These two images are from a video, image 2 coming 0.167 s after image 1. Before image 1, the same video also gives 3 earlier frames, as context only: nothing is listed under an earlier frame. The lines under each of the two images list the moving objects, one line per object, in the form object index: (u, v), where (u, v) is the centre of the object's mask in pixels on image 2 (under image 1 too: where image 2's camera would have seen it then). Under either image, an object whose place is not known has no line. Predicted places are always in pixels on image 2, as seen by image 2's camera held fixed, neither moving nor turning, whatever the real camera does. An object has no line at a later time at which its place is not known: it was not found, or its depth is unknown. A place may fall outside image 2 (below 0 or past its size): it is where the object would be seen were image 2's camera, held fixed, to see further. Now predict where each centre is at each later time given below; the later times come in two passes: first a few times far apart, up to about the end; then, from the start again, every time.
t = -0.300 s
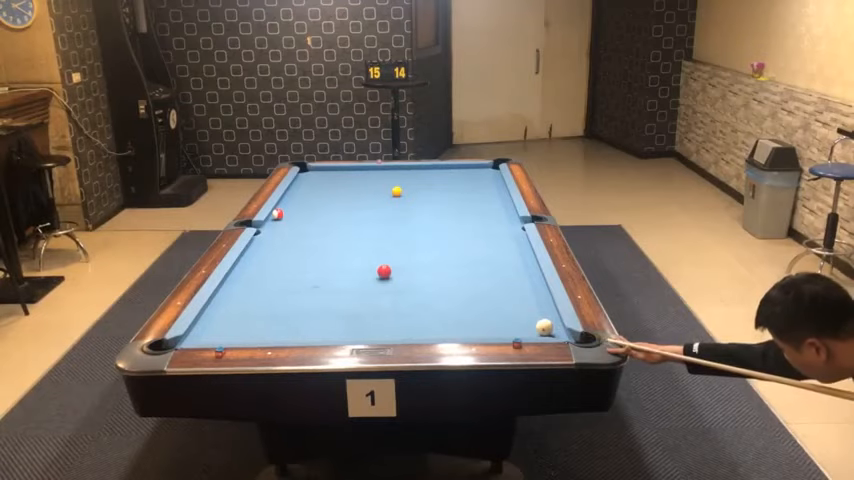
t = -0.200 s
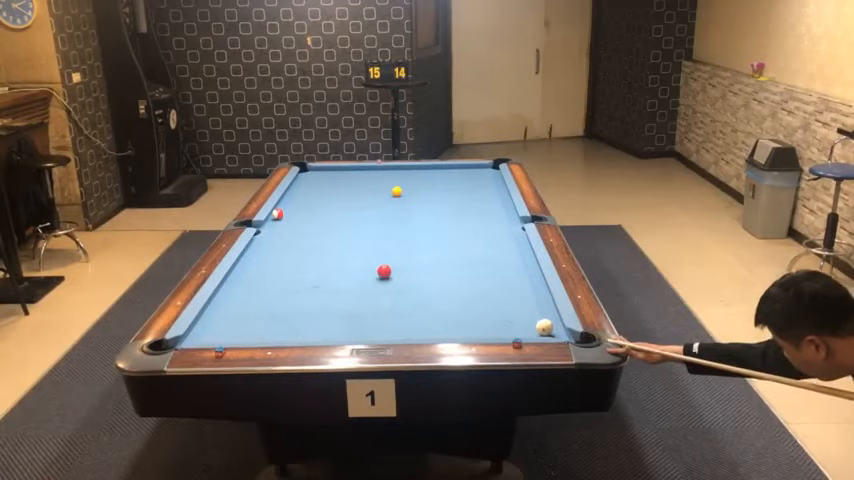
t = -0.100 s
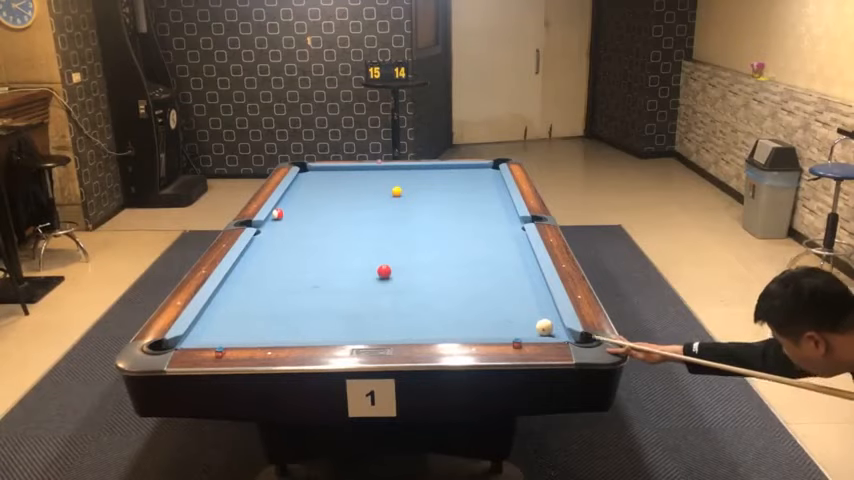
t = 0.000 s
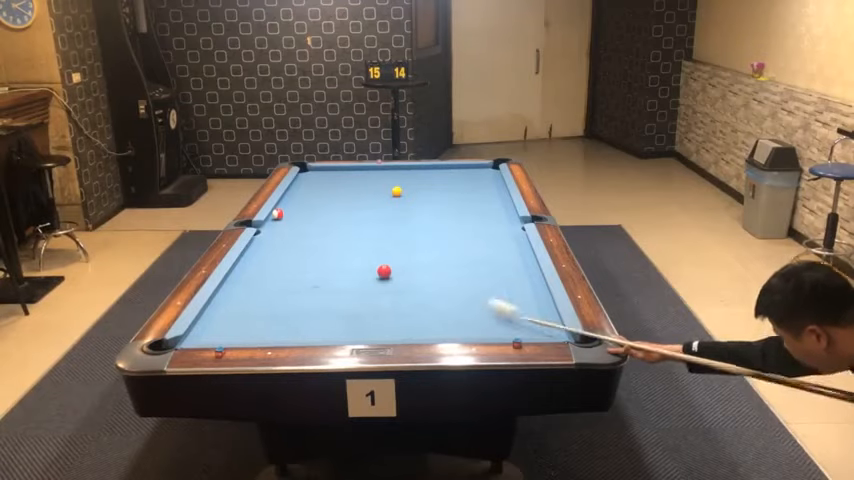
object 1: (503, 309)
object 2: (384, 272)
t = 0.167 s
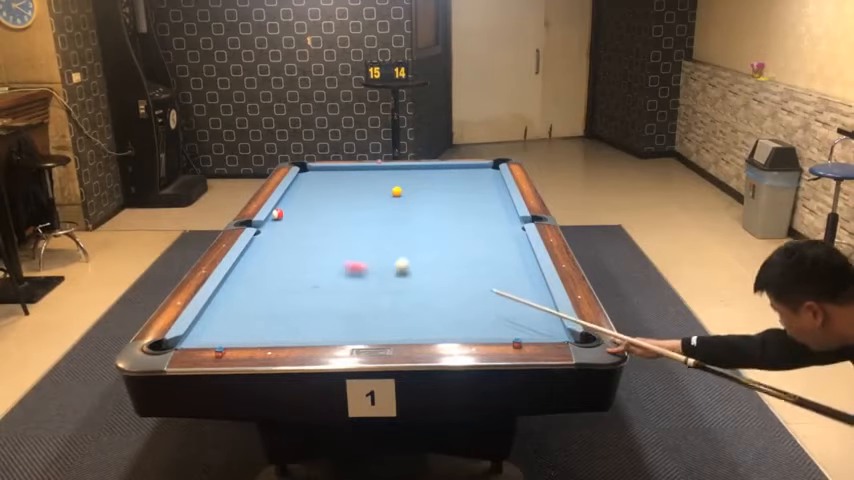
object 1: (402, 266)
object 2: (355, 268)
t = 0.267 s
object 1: (412, 252)
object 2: (283, 260)
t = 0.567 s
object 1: (406, 214)
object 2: (331, 247)
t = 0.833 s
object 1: (385, 193)
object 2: (420, 239)
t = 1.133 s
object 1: (353, 186)
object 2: (510, 229)
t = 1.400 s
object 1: (328, 180)
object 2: (487, 228)
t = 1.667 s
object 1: (305, 174)
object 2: (455, 229)
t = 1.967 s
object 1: (315, 170)
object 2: (420, 229)
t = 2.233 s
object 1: (328, 168)
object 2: (391, 230)
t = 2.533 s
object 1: (340, 170)
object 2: (359, 230)
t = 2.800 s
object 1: (349, 171)
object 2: (332, 230)
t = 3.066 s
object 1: (359, 173)
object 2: (307, 230)
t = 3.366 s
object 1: (368, 174)
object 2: (279, 231)
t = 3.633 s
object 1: (376, 175)
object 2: (263, 231)
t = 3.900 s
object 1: (383, 176)
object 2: (273, 229)
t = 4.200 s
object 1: (390, 177)
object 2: (282, 228)
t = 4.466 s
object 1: (395, 178)
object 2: (288, 226)
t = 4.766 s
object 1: (400, 179)
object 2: (294, 225)
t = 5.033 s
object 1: (404, 179)
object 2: (298, 225)
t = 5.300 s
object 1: (407, 179)
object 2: (300, 224)
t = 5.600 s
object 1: (409, 180)
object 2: (302, 224)
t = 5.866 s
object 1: (411, 180)
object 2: (302, 224)
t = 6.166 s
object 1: (411, 180)
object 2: (302, 224)
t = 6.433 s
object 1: (411, 180)
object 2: (302, 224)
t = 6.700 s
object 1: (411, 180)
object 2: (302, 224)
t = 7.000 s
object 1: (411, 180)
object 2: (302, 224)
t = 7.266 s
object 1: (411, 180)
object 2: (302, 224)
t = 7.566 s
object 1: (411, 180)
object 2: (302, 224)
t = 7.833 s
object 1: (411, 180)
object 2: (302, 224)
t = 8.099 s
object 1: (411, 180)
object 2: (302, 224)
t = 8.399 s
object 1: (411, 180)
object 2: (302, 224)
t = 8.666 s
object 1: (411, 180)
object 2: (302, 224)
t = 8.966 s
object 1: (411, 180)
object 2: (302, 224)
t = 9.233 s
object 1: (411, 180)
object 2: (302, 224)
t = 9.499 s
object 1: (411, 180)
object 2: (302, 224)
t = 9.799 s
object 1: (411, 180)
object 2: (302, 224)
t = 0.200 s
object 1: (406, 262)
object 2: (331, 265)
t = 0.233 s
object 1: (409, 257)
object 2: (307, 262)
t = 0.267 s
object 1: (412, 252)
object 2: (283, 260)
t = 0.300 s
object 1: (413, 247)
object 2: (263, 258)
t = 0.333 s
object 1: (415, 243)
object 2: (247, 256)
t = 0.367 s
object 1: (415, 239)
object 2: (259, 255)
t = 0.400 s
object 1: (415, 234)
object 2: (272, 254)
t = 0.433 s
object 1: (414, 230)
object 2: (284, 252)
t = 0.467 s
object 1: (412, 226)
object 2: (297, 250)
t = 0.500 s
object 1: (410, 222)
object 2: (308, 250)
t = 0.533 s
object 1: (408, 217)
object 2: (320, 248)
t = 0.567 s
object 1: (406, 214)
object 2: (331, 247)
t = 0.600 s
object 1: (404, 210)
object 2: (343, 246)
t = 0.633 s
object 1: (401, 206)
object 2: (354, 246)
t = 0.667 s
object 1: (400, 203)
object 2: (366, 244)
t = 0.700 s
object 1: (397, 200)
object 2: (377, 244)
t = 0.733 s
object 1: (395, 197)
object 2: (388, 242)
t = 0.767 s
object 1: (393, 194)
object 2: (398, 241)
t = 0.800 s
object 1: (389, 193)
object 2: (409, 240)
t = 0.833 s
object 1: (385, 193)
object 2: (420, 239)
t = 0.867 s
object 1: (381, 193)
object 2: (430, 237)
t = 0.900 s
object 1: (377, 192)
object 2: (441, 236)
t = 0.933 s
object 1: (373, 191)
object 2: (451, 235)
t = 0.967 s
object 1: (370, 190)
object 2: (461, 234)
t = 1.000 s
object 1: (366, 189)
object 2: (471, 233)
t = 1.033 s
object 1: (363, 188)
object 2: (481, 232)
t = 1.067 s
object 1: (360, 188)
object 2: (491, 231)
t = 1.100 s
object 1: (356, 187)
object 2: (501, 230)
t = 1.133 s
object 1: (353, 186)
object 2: (510, 229)
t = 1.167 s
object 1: (350, 185)
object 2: (517, 228)
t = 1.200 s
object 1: (346, 184)
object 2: (513, 228)
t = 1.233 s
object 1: (343, 183)
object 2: (508, 228)
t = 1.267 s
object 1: (340, 183)
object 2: (504, 228)
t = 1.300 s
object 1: (337, 182)
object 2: (500, 229)
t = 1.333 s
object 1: (334, 181)
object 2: (495, 228)
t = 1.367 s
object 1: (331, 181)
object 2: (491, 228)
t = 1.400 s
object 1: (328, 180)
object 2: (487, 228)
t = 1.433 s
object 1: (325, 179)
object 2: (482, 229)
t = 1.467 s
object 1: (322, 179)
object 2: (479, 229)
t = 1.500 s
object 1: (319, 178)
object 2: (474, 228)
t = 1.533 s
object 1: (316, 177)
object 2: (470, 228)
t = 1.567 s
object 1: (313, 176)
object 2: (467, 228)
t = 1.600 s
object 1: (311, 176)
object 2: (463, 229)
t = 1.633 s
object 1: (308, 175)
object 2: (459, 229)
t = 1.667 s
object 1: (305, 174)
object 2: (455, 229)
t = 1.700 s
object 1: (302, 173)
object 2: (451, 229)
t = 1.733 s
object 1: (303, 173)
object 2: (447, 229)
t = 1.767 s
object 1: (305, 172)
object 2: (442, 229)
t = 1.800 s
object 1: (306, 172)
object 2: (439, 229)
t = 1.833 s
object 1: (308, 172)
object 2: (435, 229)
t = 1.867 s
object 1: (310, 171)
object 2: (431, 229)
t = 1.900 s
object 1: (312, 171)
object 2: (428, 229)
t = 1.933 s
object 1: (313, 170)
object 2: (424, 229)
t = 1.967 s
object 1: (315, 170)
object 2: (420, 229)
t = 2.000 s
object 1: (317, 169)
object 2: (417, 229)
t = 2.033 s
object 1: (319, 169)
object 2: (413, 229)
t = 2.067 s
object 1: (320, 169)
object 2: (409, 229)
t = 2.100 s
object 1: (322, 169)
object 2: (406, 229)
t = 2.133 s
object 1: (324, 168)
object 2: (402, 230)
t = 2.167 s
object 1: (325, 168)
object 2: (398, 230)
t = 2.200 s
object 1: (327, 168)
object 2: (395, 230)
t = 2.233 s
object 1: (328, 168)
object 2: (391, 230)
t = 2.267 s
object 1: (329, 168)
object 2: (388, 230)
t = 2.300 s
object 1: (330, 168)
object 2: (384, 230)
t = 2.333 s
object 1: (332, 169)
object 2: (381, 230)
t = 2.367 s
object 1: (333, 169)
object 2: (377, 230)
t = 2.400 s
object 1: (334, 169)
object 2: (373, 230)
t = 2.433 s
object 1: (336, 169)
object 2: (370, 230)
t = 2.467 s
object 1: (337, 169)
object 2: (366, 230)
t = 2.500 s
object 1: (338, 170)
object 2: (363, 230)
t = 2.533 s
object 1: (340, 170)
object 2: (359, 230)
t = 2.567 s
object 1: (341, 170)
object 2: (356, 230)
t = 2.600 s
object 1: (342, 170)
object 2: (353, 230)
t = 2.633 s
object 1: (343, 170)
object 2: (349, 230)
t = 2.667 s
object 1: (345, 170)
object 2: (346, 230)
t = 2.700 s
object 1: (346, 170)
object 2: (342, 230)
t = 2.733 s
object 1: (347, 171)
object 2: (339, 230)
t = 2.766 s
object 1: (348, 171)
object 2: (336, 230)
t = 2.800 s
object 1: (349, 171)
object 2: (332, 230)
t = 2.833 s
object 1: (351, 171)
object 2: (329, 230)
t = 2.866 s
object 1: (352, 171)
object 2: (326, 230)
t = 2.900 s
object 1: (353, 171)
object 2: (323, 230)
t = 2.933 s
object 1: (354, 172)
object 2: (320, 231)
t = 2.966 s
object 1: (355, 172)
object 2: (317, 230)
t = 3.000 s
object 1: (356, 172)
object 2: (313, 230)
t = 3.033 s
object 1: (357, 172)
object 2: (310, 231)
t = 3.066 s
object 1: (359, 173)
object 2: (307, 230)
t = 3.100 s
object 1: (360, 173)
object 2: (304, 231)
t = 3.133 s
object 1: (361, 173)
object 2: (301, 231)
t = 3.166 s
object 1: (362, 173)
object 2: (298, 231)
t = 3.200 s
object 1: (363, 173)
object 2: (295, 231)
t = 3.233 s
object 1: (364, 173)
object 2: (291, 231)
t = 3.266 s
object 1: (365, 173)
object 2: (288, 231)
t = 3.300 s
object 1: (366, 173)
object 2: (285, 231)
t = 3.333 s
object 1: (367, 173)
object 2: (282, 231)
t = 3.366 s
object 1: (368, 174)
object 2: (279, 231)
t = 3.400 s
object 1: (369, 174)
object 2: (276, 231)
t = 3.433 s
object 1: (370, 174)
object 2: (273, 231)
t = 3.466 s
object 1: (371, 174)
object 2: (271, 231)
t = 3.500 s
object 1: (372, 175)
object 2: (268, 231)
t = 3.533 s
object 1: (373, 174)
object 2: (265, 231)
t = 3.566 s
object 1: (374, 175)
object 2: (262, 231)
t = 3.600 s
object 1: (375, 175)
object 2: (262, 231)
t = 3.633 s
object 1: (376, 175)
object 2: (263, 231)
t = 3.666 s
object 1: (377, 175)
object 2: (265, 230)
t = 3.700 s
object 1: (378, 175)
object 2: (266, 230)
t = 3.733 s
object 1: (378, 175)
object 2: (267, 230)
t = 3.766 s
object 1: (379, 176)
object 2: (268, 230)
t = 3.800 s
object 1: (380, 176)
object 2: (269, 230)
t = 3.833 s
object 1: (381, 176)
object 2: (270, 229)
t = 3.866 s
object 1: (382, 176)
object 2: (272, 229)
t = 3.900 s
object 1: (383, 176)
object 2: (273, 229)
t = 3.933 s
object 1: (384, 176)
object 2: (274, 229)
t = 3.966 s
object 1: (384, 176)
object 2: (275, 229)
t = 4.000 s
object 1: (385, 176)
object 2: (276, 229)
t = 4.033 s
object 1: (386, 176)
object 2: (277, 229)
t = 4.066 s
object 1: (387, 176)
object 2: (278, 228)
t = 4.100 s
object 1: (388, 177)
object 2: (279, 228)
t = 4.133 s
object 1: (389, 177)
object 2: (280, 228)
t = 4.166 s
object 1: (389, 177)
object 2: (281, 228)
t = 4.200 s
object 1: (390, 177)
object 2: (282, 228)
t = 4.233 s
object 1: (391, 177)
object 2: (282, 228)
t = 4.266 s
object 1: (391, 178)
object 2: (283, 228)
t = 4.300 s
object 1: (392, 178)
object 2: (284, 227)
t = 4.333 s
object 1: (393, 178)
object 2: (285, 227)
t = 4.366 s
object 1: (393, 177)
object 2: (286, 227)
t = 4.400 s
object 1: (394, 178)
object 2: (287, 227)
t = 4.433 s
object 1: (395, 178)
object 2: (287, 227)
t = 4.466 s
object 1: (395, 178)
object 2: (288, 226)
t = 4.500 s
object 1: (396, 178)
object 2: (289, 227)
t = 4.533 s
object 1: (397, 178)
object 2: (289, 226)
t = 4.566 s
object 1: (397, 178)
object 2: (290, 226)
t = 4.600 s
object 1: (398, 178)
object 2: (290, 226)
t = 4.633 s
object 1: (398, 178)
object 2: (291, 226)
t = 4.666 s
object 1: (399, 178)
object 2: (291, 226)
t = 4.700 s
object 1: (399, 178)
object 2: (292, 226)
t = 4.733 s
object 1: (400, 178)
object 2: (293, 225)
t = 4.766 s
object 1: (400, 179)
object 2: (294, 225)
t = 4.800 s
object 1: (401, 179)
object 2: (294, 225)
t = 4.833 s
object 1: (402, 179)
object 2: (295, 225)
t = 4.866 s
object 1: (402, 179)
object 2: (295, 225)
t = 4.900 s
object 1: (403, 179)
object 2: (296, 225)
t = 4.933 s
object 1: (403, 179)
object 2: (296, 225)
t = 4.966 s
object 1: (403, 179)
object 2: (296, 225)
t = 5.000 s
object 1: (404, 179)
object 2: (297, 225)
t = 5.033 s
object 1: (404, 179)
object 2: (298, 225)
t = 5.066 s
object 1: (405, 179)
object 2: (298, 224)
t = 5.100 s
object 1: (405, 179)
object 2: (298, 224)
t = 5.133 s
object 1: (406, 179)
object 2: (299, 224)
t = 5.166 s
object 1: (406, 179)
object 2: (299, 224)
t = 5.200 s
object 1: (406, 179)
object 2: (299, 224)
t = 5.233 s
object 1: (407, 179)
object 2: (300, 224)
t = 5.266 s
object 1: (407, 179)
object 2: (300, 224)
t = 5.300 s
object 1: (407, 179)
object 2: (300, 224)
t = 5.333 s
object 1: (408, 180)
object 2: (300, 224)
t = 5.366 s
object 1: (408, 180)
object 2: (300, 224)
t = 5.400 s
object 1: (408, 180)
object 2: (301, 224)
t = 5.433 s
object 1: (408, 180)
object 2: (301, 224)
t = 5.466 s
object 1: (409, 180)
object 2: (301, 224)
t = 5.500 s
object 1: (409, 180)
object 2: (301, 224)
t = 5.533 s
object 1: (409, 180)
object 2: (301, 224)
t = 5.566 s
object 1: (409, 180)
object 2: (302, 224)
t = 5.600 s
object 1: (409, 180)
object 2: (302, 224)
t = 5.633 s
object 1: (409, 180)
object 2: (302, 224)
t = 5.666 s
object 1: (410, 180)
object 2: (302, 224)
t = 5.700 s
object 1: (410, 180)
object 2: (302, 224)
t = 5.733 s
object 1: (410, 180)
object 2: (302, 224)
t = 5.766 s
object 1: (410, 180)
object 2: (302, 224)
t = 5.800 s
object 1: (410, 180)
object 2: (302, 224)
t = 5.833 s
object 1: (410, 180)
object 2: (302, 224)
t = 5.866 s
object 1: (411, 180)
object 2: (302, 224)
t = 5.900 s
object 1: (411, 180)
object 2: (302, 224)
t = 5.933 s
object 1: (411, 180)
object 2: (302, 224)
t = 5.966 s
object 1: (411, 180)
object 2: (302, 224)
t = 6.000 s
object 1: (411, 180)
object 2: (302, 224)
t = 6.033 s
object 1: (411, 180)
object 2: (302, 224)
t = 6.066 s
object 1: (411, 180)
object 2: (302, 224)
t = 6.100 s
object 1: (411, 180)
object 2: (302, 224)
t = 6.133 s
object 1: (411, 180)
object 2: (302, 224)
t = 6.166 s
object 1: (411, 180)
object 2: (302, 224)
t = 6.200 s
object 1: (411, 180)
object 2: (302, 224)
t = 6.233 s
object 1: (411, 180)
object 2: (302, 224)
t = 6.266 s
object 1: (411, 180)
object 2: (302, 224)
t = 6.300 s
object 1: (411, 180)
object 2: (302, 224)
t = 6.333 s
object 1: (411, 180)
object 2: (302, 224)
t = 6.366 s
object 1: (411, 180)
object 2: (302, 224)
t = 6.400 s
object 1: (411, 180)
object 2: (302, 224)
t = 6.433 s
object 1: (411, 180)
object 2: (302, 224)
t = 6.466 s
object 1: (411, 180)
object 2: (302, 224)
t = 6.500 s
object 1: (411, 180)
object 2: (302, 224)
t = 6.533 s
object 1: (411, 180)
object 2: (302, 224)
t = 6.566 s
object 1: (411, 180)
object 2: (302, 224)
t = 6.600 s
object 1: (411, 180)
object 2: (302, 224)
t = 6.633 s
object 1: (411, 180)
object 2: (302, 224)
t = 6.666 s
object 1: (411, 180)
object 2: (302, 224)
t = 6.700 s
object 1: (411, 180)
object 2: (302, 224)
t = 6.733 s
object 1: (411, 180)
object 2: (302, 224)
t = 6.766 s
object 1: (411, 180)
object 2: (302, 224)
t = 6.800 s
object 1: (411, 180)
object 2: (302, 224)
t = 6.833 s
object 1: (411, 180)
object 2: (302, 224)
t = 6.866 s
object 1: (411, 180)
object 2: (302, 224)
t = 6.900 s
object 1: (411, 180)
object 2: (302, 224)
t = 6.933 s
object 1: (411, 180)
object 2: (302, 224)
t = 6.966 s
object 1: (411, 180)
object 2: (302, 224)
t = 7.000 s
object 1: (411, 180)
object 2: (302, 224)
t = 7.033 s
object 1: (411, 180)
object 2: (302, 224)
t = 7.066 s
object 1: (411, 180)
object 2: (302, 224)
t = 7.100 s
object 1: (411, 180)
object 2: (302, 224)
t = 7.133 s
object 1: (411, 180)
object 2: (302, 224)
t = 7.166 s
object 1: (411, 180)
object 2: (302, 224)
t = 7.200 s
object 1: (411, 180)
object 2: (302, 224)
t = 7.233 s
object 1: (411, 180)
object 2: (302, 224)
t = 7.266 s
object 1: (411, 180)
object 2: (302, 224)
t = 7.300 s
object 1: (411, 180)
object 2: (302, 224)
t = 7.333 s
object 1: (411, 180)
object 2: (302, 224)
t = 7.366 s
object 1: (411, 180)
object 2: (302, 224)
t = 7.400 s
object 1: (411, 180)
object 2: (302, 224)
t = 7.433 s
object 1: (411, 180)
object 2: (302, 224)
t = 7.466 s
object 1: (411, 180)
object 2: (302, 224)
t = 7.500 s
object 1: (411, 180)
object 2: (302, 224)
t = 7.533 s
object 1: (411, 180)
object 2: (302, 224)
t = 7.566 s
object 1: (411, 180)
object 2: (302, 224)
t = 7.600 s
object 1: (411, 180)
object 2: (302, 224)
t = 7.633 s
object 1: (411, 180)
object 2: (302, 224)
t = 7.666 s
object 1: (411, 180)
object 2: (302, 224)
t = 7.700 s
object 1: (411, 180)
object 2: (302, 224)
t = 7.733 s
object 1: (411, 180)
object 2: (302, 224)
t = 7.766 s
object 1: (411, 180)
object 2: (302, 224)
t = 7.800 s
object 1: (411, 180)
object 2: (302, 224)
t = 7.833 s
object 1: (411, 180)
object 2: (302, 224)
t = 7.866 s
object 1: (411, 180)
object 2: (302, 224)
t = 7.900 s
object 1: (411, 180)
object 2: (302, 224)
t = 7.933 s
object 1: (411, 180)
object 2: (302, 224)
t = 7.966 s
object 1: (411, 180)
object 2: (302, 224)
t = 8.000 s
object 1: (411, 180)
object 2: (302, 224)
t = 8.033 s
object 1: (411, 180)
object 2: (302, 224)
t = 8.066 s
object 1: (411, 180)
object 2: (302, 224)
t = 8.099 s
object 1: (411, 180)
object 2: (302, 224)
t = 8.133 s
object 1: (411, 180)
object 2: (302, 224)
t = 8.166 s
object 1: (411, 180)
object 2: (302, 224)
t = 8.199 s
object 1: (411, 180)
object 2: (302, 224)
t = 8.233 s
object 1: (411, 180)
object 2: (302, 224)
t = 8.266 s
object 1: (411, 180)
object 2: (302, 224)
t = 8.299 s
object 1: (411, 180)
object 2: (302, 224)
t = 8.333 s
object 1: (411, 180)
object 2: (302, 224)
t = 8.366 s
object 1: (411, 180)
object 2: (302, 224)
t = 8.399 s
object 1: (411, 180)
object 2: (302, 224)
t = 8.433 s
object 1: (411, 180)
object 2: (302, 224)
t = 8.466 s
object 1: (411, 180)
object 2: (302, 224)
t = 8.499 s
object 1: (411, 180)
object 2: (302, 224)
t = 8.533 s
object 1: (411, 180)
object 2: (302, 224)
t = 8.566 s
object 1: (411, 180)
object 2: (302, 224)
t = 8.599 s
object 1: (411, 180)
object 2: (302, 224)
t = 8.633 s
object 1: (411, 180)
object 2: (302, 224)
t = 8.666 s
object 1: (411, 180)
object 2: (302, 224)
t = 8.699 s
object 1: (411, 180)
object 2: (302, 224)
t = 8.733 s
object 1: (411, 180)
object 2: (302, 224)
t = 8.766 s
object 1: (411, 180)
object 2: (302, 224)
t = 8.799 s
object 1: (411, 180)
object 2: (302, 224)
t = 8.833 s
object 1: (411, 180)
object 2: (302, 224)
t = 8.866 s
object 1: (411, 180)
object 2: (302, 224)
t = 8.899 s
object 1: (411, 180)
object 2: (302, 224)
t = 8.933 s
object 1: (411, 180)
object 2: (302, 224)
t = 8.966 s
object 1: (411, 180)
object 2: (302, 224)
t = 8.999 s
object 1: (411, 180)
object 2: (302, 224)
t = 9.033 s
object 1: (411, 180)
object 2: (302, 224)
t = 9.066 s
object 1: (411, 180)
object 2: (302, 224)
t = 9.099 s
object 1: (411, 180)
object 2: (302, 224)
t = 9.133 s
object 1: (411, 180)
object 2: (302, 224)
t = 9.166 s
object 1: (411, 180)
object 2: (302, 224)
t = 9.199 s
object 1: (411, 180)
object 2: (302, 224)
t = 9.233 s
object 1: (411, 180)
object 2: (302, 224)
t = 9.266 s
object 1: (411, 180)
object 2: (302, 224)
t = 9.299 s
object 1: (411, 180)
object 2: (302, 224)
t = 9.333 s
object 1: (411, 180)
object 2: (302, 224)
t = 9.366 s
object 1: (411, 180)
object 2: (302, 224)
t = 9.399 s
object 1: (411, 180)
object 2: (302, 224)
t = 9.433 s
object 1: (411, 180)
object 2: (302, 224)
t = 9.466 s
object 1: (411, 180)
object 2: (302, 224)
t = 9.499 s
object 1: (411, 180)
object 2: (302, 224)
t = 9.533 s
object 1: (411, 180)
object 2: (302, 224)
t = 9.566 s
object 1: (411, 180)
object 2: (302, 224)
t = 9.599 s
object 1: (411, 180)
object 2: (302, 224)
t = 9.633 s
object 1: (411, 180)
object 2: (302, 224)
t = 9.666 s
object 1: (411, 180)
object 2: (302, 224)
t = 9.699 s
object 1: (411, 180)
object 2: (302, 224)
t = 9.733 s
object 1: (411, 180)
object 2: (302, 224)
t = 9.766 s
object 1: (411, 180)
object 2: (302, 224)
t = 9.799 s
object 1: (411, 180)
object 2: (302, 224)
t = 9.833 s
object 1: (411, 180)
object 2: (302, 224)
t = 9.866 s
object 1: (411, 180)
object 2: (302, 224)
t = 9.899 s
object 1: (411, 180)
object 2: (302, 224)
